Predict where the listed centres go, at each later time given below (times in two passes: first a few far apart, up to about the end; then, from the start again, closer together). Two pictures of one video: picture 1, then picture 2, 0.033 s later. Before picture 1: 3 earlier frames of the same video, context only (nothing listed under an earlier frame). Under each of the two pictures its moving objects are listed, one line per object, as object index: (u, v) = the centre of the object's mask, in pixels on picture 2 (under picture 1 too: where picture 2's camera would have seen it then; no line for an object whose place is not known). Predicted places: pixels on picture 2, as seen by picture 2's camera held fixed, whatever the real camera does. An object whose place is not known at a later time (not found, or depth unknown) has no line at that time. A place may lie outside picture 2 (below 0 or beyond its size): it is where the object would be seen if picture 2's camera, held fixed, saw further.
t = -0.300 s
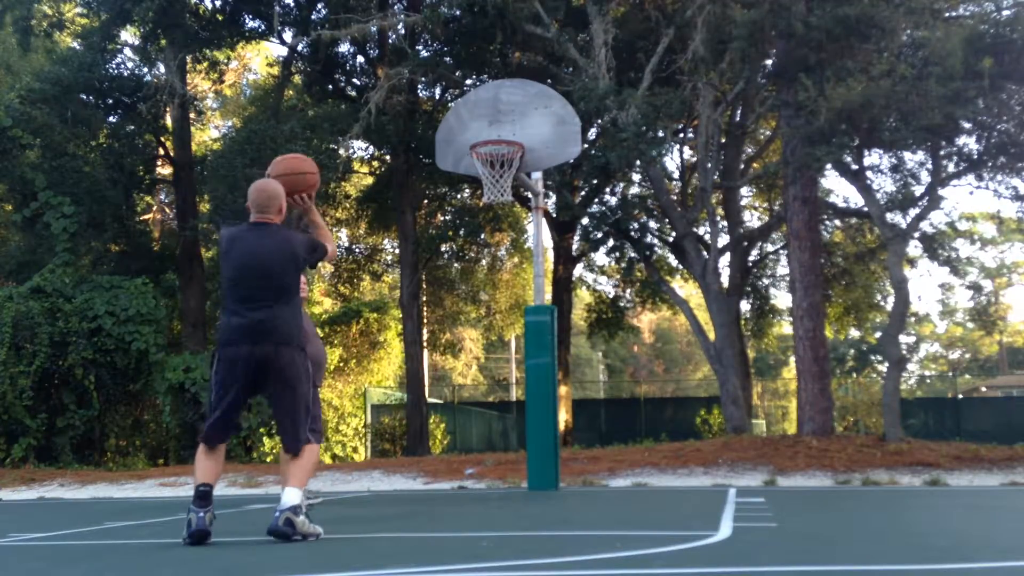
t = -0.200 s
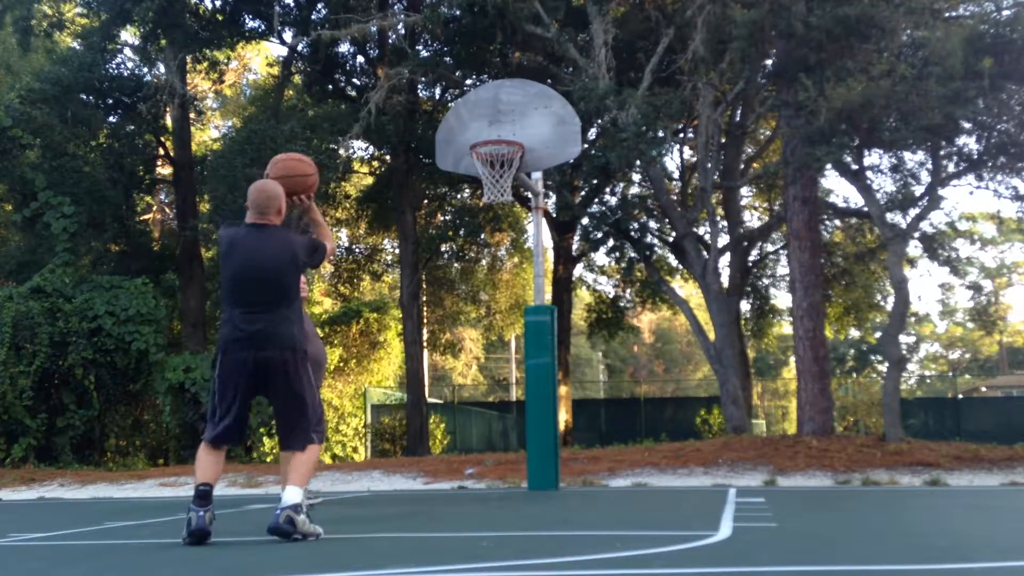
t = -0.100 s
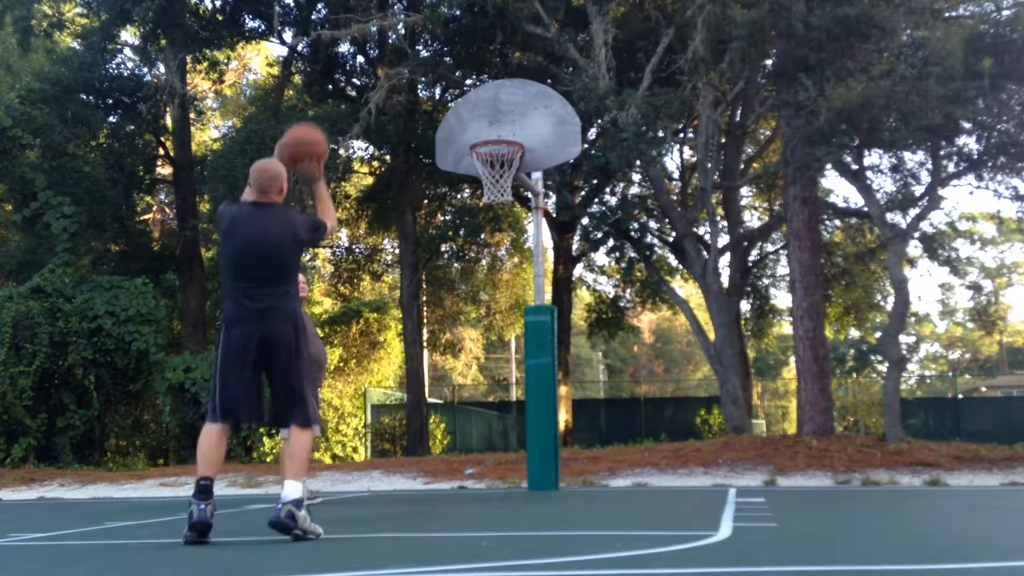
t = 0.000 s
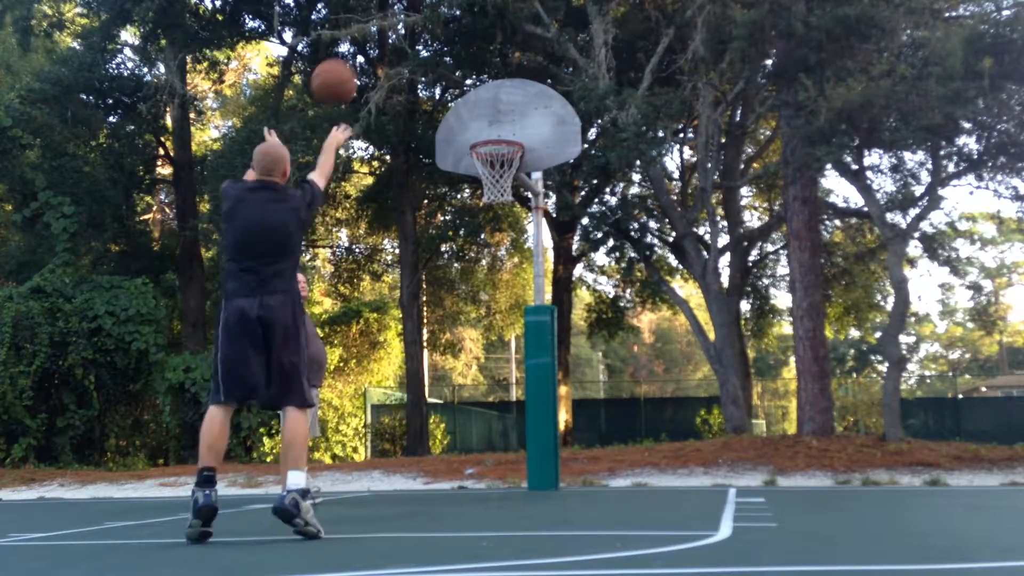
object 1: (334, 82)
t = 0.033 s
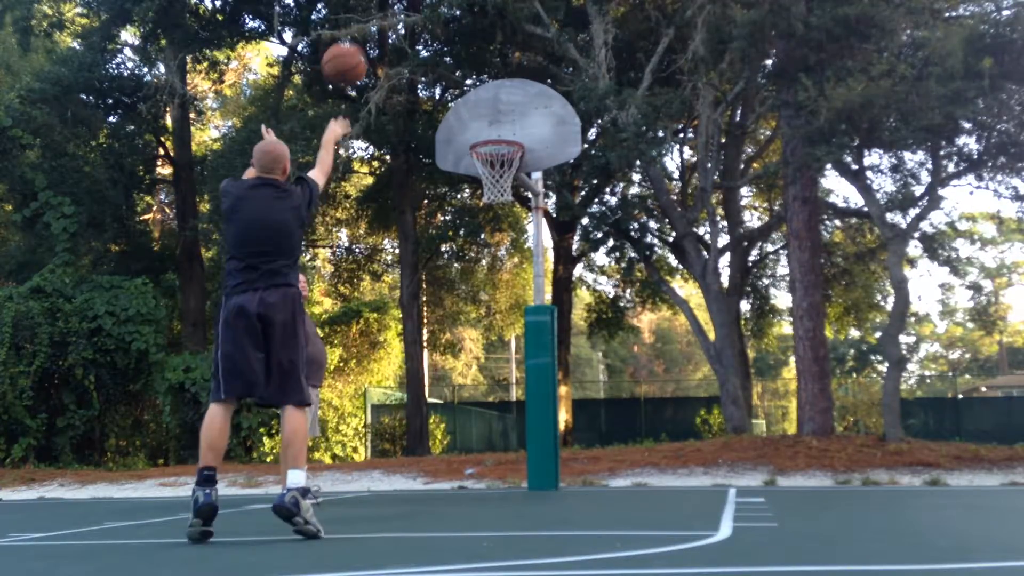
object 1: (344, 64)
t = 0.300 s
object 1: (411, 9)
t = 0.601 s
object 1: (464, 49)
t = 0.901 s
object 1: (500, 168)
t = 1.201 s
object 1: (506, 276)
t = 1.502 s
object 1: (514, 479)
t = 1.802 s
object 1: (504, 337)
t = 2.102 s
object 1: (496, 292)
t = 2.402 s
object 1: (489, 363)
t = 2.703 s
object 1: (480, 440)
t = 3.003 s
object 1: (469, 366)
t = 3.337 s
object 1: (457, 448)
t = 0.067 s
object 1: (354, 48)
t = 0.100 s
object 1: (364, 35)
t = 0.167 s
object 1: (381, 16)
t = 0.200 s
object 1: (389, 13)
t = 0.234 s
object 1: (396, 10)
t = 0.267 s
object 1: (404, 9)
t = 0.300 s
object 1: (411, 9)
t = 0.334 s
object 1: (418, 9)
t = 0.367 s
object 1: (424, 8)
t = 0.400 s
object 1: (431, 10)
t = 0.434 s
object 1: (436, 11)
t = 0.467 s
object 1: (442, 17)
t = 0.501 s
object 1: (448, 21)
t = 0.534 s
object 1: (453, 30)
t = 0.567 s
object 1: (458, 39)
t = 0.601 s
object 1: (464, 49)
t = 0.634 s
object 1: (468, 59)
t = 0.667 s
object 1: (473, 71)
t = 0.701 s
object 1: (477, 84)
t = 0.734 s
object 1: (481, 98)
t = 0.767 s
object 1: (486, 113)
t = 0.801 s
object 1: (490, 128)
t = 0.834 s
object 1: (496, 137)
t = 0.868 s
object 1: (500, 159)
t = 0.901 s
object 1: (500, 168)
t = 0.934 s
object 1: (500, 182)
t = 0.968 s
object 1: (502, 190)
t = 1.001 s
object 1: (502, 196)
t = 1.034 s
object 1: (502, 207)
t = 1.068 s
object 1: (502, 218)
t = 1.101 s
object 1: (503, 230)
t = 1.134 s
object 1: (504, 243)
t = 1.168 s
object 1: (505, 259)
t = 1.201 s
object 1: (506, 276)
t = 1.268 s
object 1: (507, 313)
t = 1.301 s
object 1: (508, 335)
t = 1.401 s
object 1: (511, 408)
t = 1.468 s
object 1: (514, 463)
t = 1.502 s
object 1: (514, 479)
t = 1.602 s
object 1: (511, 421)
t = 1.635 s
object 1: (510, 405)
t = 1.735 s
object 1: (506, 361)
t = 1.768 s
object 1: (505, 348)
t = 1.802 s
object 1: (504, 337)
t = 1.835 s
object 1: (503, 326)
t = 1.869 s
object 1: (502, 318)
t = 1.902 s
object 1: (501, 311)
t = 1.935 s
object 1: (500, 304)
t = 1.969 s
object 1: (499, 299)
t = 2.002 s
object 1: (498, 295)
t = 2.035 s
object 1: (497, 293)
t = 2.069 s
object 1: (496, 292)
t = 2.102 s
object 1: (496, 292)
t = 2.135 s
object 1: (495, 293)
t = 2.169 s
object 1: (494, 296)
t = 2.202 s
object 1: (493, 301)
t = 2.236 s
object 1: (492, 307)
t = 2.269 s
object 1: (492, 315)
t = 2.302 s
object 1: (491, 324)
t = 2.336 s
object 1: (490, 336)
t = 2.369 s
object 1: (490, 348)
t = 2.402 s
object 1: (489, 363)
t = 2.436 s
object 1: (488, 380)
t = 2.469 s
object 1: (488, 399)
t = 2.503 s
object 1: (487, 420)
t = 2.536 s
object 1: (485, 441)
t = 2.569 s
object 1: (486, 467)
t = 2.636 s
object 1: (483, 474)
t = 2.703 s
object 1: (480, 440)
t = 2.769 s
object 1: (478, 413)
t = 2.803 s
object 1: (477, 402)
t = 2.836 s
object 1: (476, 392)
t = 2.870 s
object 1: (474, 384)
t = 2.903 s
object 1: (473, 377)
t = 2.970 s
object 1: (470, 368)
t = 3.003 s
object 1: (469, 366)
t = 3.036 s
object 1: (468, 366)
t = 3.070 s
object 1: (467, 367)
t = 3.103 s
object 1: (466, 370)
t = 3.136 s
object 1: (465, 375)
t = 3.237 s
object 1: (461, 402)
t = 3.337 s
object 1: (457, 448)
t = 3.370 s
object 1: (456, 467)
